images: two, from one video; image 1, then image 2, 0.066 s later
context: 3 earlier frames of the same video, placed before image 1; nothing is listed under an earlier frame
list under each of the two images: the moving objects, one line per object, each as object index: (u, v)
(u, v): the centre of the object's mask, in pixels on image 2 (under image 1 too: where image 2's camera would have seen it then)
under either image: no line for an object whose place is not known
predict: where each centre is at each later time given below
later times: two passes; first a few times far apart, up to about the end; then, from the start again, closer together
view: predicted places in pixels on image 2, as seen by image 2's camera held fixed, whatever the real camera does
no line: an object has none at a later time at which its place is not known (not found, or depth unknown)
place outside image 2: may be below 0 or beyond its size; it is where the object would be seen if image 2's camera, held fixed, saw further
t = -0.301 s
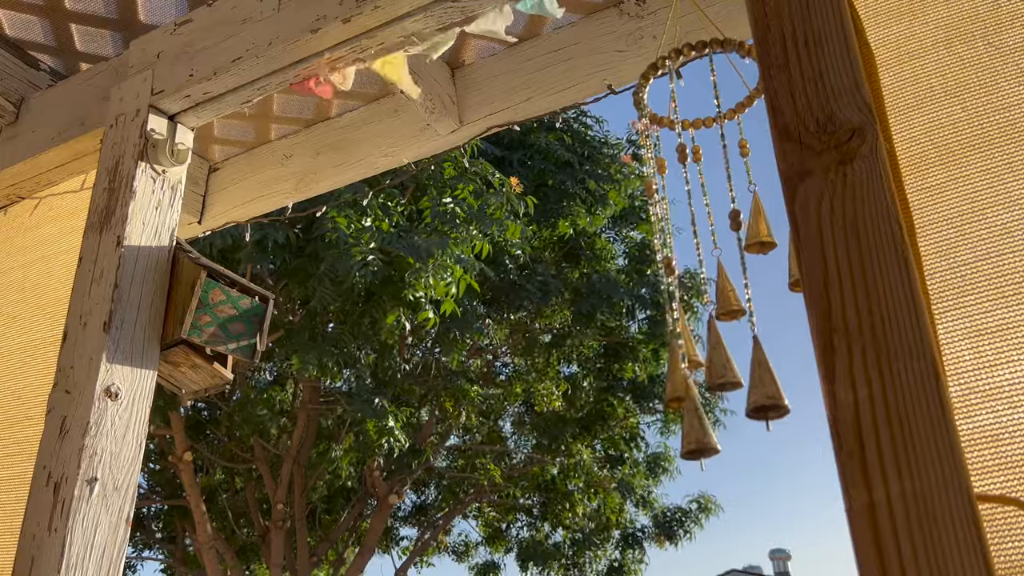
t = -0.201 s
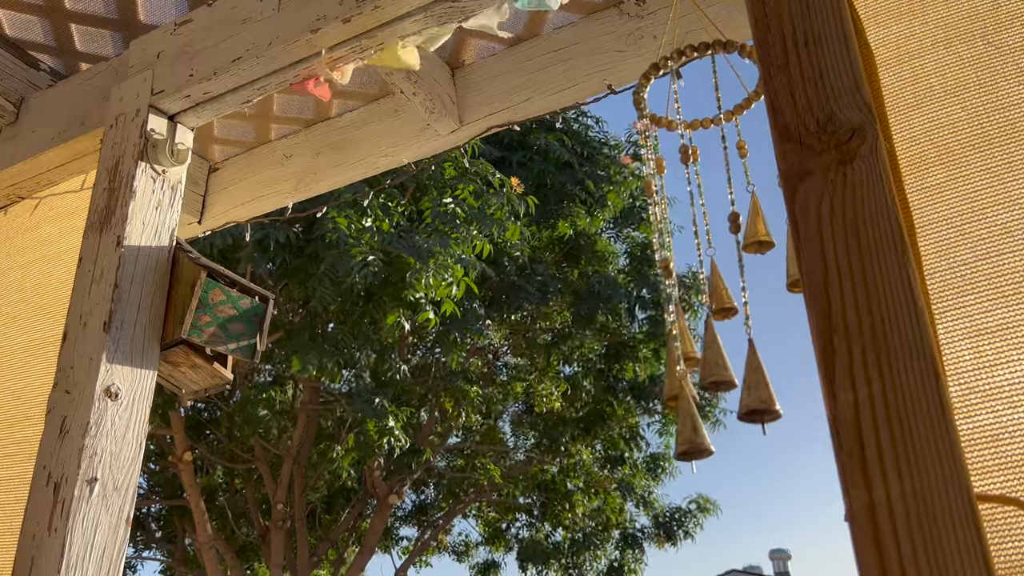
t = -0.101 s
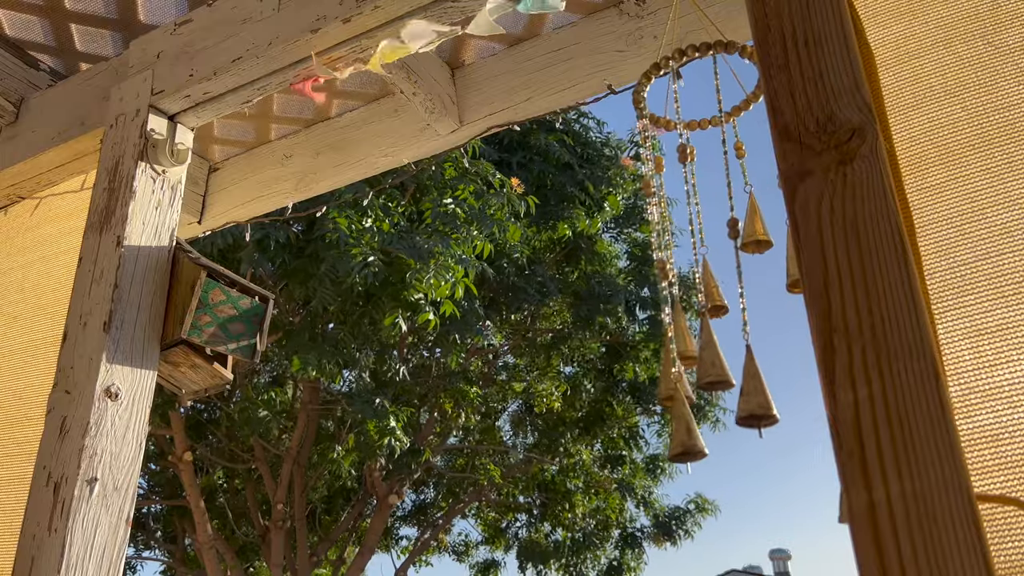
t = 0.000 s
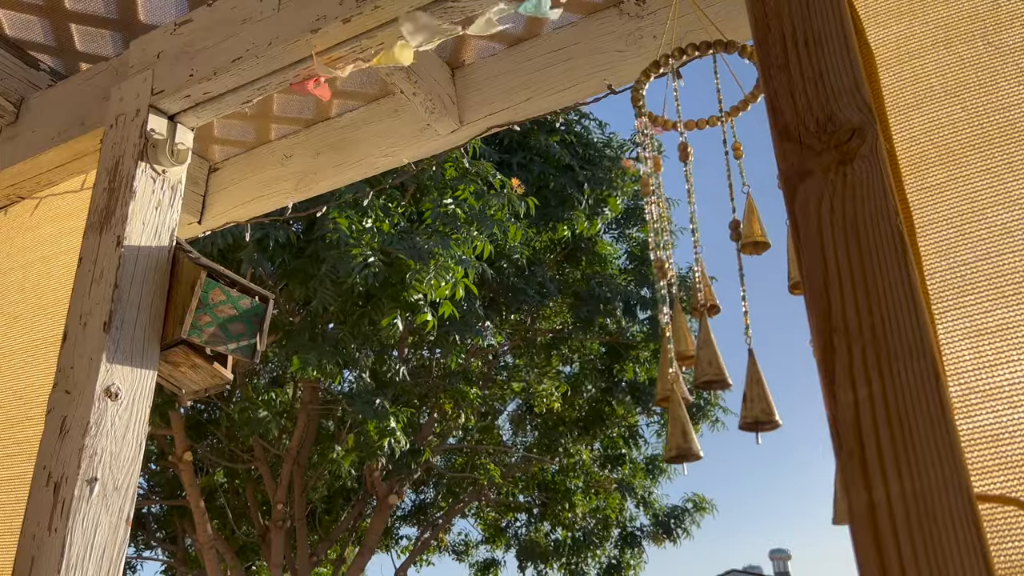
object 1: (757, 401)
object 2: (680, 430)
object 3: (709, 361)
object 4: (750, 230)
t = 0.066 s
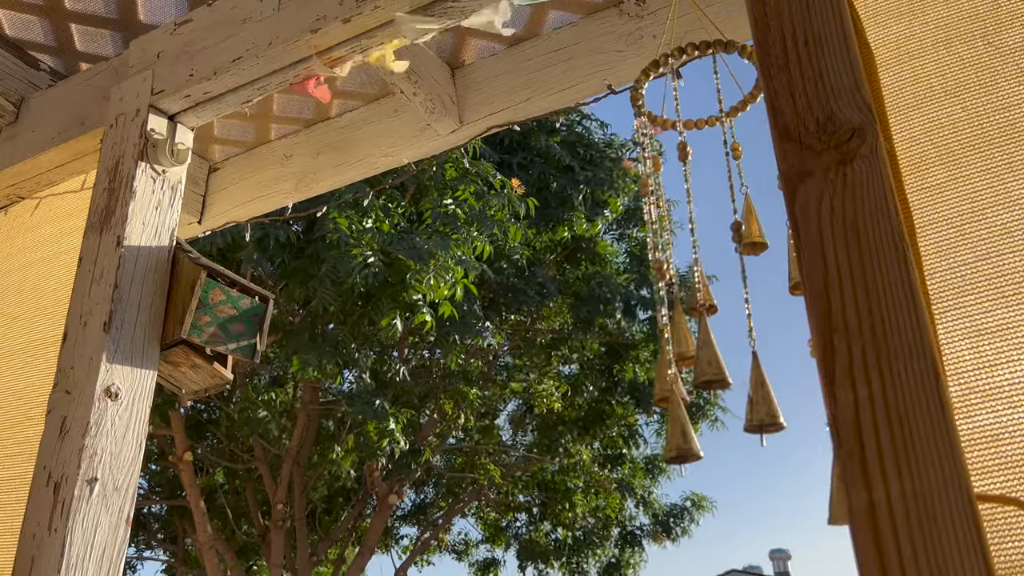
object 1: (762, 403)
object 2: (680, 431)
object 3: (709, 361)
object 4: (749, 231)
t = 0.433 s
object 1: (799, 401)
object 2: (697, 432)
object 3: (726, 362)
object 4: (749, 234)
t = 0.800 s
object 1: (780, 392)
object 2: (698, 427)
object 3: (731, 361)
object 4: (741, 234)
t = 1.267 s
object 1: (775, 405)
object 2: (678, 427)
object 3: (717, 357)
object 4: (725, 240)
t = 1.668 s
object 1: (807, 404)
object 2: (701, 430)
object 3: (739, 365)
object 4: (733, 236)
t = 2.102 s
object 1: (793, 406)
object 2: (712, 434)
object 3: (749, 368)
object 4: (732, 242)
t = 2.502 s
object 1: (790, 412)
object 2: (686, 434)
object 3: (723, 369)
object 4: (728, 240)
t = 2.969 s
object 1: (779, 402)
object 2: (683, 431)
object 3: (722, 370)
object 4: (732, 240)
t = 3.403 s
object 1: (758, 404)
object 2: (686, 435)
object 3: (710, 364)
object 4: (758, 230)
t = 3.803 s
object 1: (762, 401)
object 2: (679, 434)
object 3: (695, 368)
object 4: (753, 230)
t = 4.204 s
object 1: (758, 388)
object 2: (686, 428)
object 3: (711, 361)
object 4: (754, 225)
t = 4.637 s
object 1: (765, 401)
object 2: (681, 430)
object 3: (705, 359)
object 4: (746, 231)
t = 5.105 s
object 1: (772, 404)
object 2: (675, 431)
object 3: (716, 368)
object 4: (736, 238)
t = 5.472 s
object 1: (781, 395)
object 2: (699, 430)
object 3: (737, 358)
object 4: (736, 237)
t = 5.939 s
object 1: (795, 397)
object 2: (707, 422)
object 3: (740, 352)
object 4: (726, 242)
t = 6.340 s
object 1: (772, 400)
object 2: (675, 421)
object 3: (727, 361)
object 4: (719, 239)
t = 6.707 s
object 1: (785, 402)
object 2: (695, 428)
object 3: (729, 360)
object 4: (721, 242)
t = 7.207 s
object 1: (799, 397)
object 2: (707, 427)
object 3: (741, 359)
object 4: (741, 235)
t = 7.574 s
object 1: (793, 393)
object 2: (703, 424)
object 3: (739, 359)
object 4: (737, 236)
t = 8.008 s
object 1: (788, 384)
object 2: (715, 423)
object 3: (732, 353)
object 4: (747, 231)
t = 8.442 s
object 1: (790, 379)
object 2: (695, 417)
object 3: (732, 346)
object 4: (751, 233)
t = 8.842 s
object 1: (782, 390)
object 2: (690, 420)
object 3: (716, 354)
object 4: (740, 236)
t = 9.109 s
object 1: (781, 407)
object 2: (698, 431)
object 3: (725, 369)
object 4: (736, 239)
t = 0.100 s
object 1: (765, 404)
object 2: (680, 432)
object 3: (710, 361)
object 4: (748, 231)
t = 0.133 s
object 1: (768, 405)
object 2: (681, 433)
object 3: (711, 361)
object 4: (748, 232)
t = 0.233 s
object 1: (780, 406)
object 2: (685, 434)
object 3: (715, 362)
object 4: (747, 232)
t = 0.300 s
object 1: (788, 406)
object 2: (690, 435)
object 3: (719, 363)
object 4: (746, 231)
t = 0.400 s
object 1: (797, 402)
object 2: (695, 433)
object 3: (725, 362)
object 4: (748, 234)
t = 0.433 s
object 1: (799, 401)
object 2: (697, 432)
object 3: (726, 362)
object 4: (749, 234)
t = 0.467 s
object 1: (800, 400)
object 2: (698, 431)
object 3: (728, 362)
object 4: (749, 235)
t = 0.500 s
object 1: (801, 398)
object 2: (700, 431)
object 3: (729, 363)
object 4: (750, 235)
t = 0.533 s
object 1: (801, 397)
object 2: (701, 430)
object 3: (731, 363)
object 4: (750, 235)
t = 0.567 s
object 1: (801, 396)
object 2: (702, 430)
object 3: (732, 363)
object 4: (750, 235)
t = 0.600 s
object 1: (799, 395)
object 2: (703, 430)
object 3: (733, 363)
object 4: (750, 235)
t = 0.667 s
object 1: (794, 394)
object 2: (703, 429)
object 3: (733, 363)
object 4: (748, 235)
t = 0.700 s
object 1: (791, 393)
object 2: (702, 429)
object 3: (733, 362)
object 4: (747, 234)
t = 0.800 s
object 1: (780, 392)
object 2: (698, 427)
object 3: (731, 361)
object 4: (741, 234)
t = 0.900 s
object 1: (769, 393)
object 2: (693, 426)
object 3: (727, 359)
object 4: (738, 234)
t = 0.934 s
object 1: (766, 394)
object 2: (691, 427)
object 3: (725, 359)
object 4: (736, 234)
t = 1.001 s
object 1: (763, 397)
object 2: (686, 427)
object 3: (723, 358)
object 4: (733, 234)
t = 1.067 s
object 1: (763, 400)
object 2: (682, 426)
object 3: (720, 358)
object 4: (730, 235)
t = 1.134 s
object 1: (765, 402)
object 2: (680, 426)
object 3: (718, 357)
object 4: (729, 236)
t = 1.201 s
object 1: (769, 404)
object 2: (678, 427)
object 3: (716, 357)
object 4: (725, 238)
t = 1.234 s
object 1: (772, 405)
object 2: (678, 427)
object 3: (716, 357)
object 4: (725, 239)
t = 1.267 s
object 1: (775, 405)
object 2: (678, 427)
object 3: (717, 357)
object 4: (725, 240)
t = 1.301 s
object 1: (778, 406)
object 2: (678, 426)
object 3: (717, 357)
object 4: (726, 241)
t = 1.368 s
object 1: (785, 406)
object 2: (679, 427)
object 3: (719, 358)
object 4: (728, 241)
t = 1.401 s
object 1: (788, 407)
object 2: (680, 427)
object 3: (720, 359)
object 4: (728, 241)
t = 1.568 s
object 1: (803, 406)
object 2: (692, 429)
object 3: (732, 363)
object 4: (731, 239)
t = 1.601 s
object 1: (805, 406)
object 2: (695, 430)
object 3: (734, 364)
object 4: (731, 238)
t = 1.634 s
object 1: (806, 404)
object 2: (698, 429)
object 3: (737, 365)
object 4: (732, 237)
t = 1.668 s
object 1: (807, 404)
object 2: (701, 430)
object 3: (739, 365)
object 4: (733, 236)
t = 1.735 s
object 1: (807, 402)
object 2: (706, 431)
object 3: (744, 366)
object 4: (731, 239)
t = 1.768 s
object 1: (807, 401)
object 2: (709, 431)
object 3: (746, 366)
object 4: (731, 239)
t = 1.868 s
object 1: (805, 402)
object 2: (713, 431)
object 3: (750, 368)
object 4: (731, 238)
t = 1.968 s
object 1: (799, 404)
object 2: (715, 433)
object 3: (752, 369)
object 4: (731, 240)
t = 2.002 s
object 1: (798, 404)
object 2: (715, 434)
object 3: (752, 369)
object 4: (731, 240)
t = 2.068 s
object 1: (794, 405)
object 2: (713, 434)
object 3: (751, 368)
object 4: (732, 241)
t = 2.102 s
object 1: (793, 406)
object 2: (712, 434)
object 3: (749, 368)
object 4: (732, 242)
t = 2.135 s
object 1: (792, 407)
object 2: (710, 434)
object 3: (747, 368)
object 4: (733, 242)
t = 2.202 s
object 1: (789, 408)
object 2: (707, 434)
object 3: (744, 367)
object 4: (733, 242)
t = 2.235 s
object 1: (789, 409)
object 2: (705, 434)
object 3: (742, 367)
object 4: (733, 242)
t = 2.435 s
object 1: (789, 413)
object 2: (690, 434)
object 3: (727, 369)
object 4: (729, 240)
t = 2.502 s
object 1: (790, 412)
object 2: (686, 434)
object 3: (723, 369)
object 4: (728, 240)
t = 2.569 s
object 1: (790, 411)
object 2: (682, 434)
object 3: (720, 369)
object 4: (726, 241)
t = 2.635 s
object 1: (791, 410)
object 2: (680, 433)
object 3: (717, 369)
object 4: (724, 242)
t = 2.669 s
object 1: (791, 409)
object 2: (679, 433)
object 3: (717, 369)
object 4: (724, 243)
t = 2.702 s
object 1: (791, 409)
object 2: (679, 433)
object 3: (717, 370)
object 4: (724, 243)
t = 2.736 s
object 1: (790, 409)
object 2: (679, 433)
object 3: (718, 371)
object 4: (724, 243)
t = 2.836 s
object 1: (787, 406)
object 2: (680, 434)
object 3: (719, 371)
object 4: (726, 242)
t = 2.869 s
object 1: (785, 405)
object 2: (680, 433)
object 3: (720, 371)
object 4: (727, 241)
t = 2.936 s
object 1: (781, 403)
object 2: (682, 432)
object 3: (721, 370)
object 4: (730, 240)
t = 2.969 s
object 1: (779, 402)
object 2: (683, 431)
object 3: (722, 370)
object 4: (732, 240)
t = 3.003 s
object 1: (777, 401)
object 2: (683, 426)
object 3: (722, 370)
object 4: (734, 238)
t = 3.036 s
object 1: (774, 400)
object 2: (685, 431)
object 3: (722, 369)
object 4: (735, 238)
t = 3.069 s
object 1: (772, 400)
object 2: (685, 431)
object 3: (722, 369)
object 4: (736, 238)
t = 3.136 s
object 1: (768, 400)
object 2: (686, 428)
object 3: (723, 368)
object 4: (749, 236)
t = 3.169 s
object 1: (766, 401)
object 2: (687, 432)
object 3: (722, 367)
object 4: (752, 229)
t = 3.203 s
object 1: (765, 401)
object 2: (688, 433)
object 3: (722, 366)
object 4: (751, 231)
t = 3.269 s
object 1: (762, 402)
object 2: (688, 433)
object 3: (719, 365)
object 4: (754, 229)
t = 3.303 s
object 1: (760, 403)
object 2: (688, 434)
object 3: (718, 365)
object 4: (751, 230)
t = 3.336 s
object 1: (759, 403)
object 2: (687, 434)
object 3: (716, 364)
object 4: (752, 231)
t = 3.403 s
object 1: (758, 404)
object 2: (686, 435)
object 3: (710, 364)
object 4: (758, 230)
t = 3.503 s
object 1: (757, 405)
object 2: (683, 435)
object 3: (703, 366)
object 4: (759, 231)
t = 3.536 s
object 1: (757, 406)
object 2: (682, 436)
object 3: (700, 366)
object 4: (759, 231)
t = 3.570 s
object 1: (757, 406)
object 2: (681, 436)
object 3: (698, 367)
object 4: (759, 231)
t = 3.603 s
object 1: (757, 406)
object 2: (680, 437)
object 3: (694, 365)
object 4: (759, 231)
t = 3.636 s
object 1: (758, 406)
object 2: (679, 435)
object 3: (693, 364)
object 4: (754, 232)
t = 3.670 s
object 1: (758, 405)
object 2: (679, 435)
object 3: (694, 366)
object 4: (753, 232)
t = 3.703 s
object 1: (759, 404)
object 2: (678, 435)
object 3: (693, 367)
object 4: (752, 231)
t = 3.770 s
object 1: (761, 402)
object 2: (678, 434)
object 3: (694, 367)
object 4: (752, 230)
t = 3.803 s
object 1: (762, 401)
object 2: (679, 434)
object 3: (695, 368)
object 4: (753, 230)
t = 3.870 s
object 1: (764, 398)
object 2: (680, 435)
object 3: (696, 363)
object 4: (753, 228)
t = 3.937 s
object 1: (765, 396)
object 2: (682, 434)
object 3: (702, 367)
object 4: (755, 226)
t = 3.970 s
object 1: (765, 395)
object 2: (682, 432)
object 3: (704, 368)
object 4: (756, 225)
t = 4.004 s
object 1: (765, 394)
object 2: (683, 432)
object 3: (705, 368)
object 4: (756, 224)
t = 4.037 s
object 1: (764, 393)
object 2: (684, 431)
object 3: (707, 367)
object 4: (755, 223)
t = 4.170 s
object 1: (760, 389)
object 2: (685, 429)
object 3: (711, 362)
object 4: (754, 224)
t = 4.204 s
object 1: (758, 388)
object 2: (686, 428)
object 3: (711, 361)
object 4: (754, 225)
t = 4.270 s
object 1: (756, 388)
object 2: (686, 429)
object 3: (711, 359)
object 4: (752, 227)
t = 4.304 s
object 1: (755, 389)
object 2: (686, 428)
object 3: (710, 359)
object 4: (752, 227)
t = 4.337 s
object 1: (754, 390)
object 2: (685, 428)
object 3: (709, 358)
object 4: (751, 228)
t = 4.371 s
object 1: (754, 391)
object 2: (685, 428)
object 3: (709, 358)
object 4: (750, 229)
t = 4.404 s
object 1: (754, 392)
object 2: (685, 427)
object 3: (709, 357)
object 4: (750, 229)
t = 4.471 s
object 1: (756, 395)
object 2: (684, 427)
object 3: (708, 356)
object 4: (749, 230)
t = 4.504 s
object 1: (758, 396)
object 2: (684, 427)
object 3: (707, 356)
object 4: (748, 230)
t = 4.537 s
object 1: (760, 397)
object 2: (683, 428)
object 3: (706, 356)
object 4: (748, 230)
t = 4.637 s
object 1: (765, 401)
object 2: (681, 430)
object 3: (705, 359)
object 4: (746, 231)
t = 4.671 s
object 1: (767, 402)
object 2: (680, 430)
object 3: (705, 359)
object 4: (746, 232)
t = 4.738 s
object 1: (771, 404)
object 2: (679, 431)
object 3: (706, 362)
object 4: (745, 233)
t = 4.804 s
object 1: (774, 405)
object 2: (678, 431)
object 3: (706, 364)
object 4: (744, 234)
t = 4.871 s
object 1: (775, 406)
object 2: (676, 431)
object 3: (707, 366)
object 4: (743, 236)
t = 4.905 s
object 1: (775, 406)
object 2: (675, 431)
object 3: (708, 366)
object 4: (742, 238)
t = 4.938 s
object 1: (775, 406)
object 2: (674, 431)
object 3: (709, 367)
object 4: (740, 235)
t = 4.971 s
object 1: (774, 406)
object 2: (674, 431)
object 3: (709, 367)
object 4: (740, 234)
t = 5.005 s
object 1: (773, 406)
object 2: (674, 431)
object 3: (710, 368)
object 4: (739, 236)
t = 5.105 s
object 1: (772, 404)
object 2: (675, 431)
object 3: (716, 368)
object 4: (736, 238)
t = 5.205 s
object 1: (772, 402)
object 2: (678, 430)
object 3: (723, 367)
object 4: (735, 239)
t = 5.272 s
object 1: (773, 400)
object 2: (683, 430)
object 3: (727, 365)
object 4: (736, 239)
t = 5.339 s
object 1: (775, 398)
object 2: (687, 429)
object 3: (731, 364)
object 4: (737, 238)
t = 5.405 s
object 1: (778, 396)
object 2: (694, 430)
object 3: (734, 361)
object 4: (738, 237)
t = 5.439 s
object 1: (779, 395)
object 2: (696, 430)
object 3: (736, 359)
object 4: (735, 237)
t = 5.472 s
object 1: (781, 395)
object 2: (699, 430)
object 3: (737, 358)
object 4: (736, 237)
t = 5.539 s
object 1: (787, 394)
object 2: (704, 428)
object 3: (739, 355)
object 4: (738, 235)
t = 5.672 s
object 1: (800, 393)
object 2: (713, 424)
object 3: (743, 350)
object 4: (738, 234)
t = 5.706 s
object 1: (800, 394)
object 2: (715, 423)
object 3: (744, 350)
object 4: (737, 234)
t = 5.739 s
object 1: (800, 394)
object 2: (715, 423)
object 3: (744, 350)
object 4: (736, 234)
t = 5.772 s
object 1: (800, 395)
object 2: (715, 423)
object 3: (744, 349)
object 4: (735, 234)
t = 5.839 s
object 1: (800, 395)
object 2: (713, 422)
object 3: (743, 350)
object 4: (729, 238)
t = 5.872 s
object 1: (799, 395)
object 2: (711, 423)
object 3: (742, 350)
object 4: (727, 240)
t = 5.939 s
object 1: (795, 397)
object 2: (707, 422)
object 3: (740, 352)
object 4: (726, 242)
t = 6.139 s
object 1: (781, 398)
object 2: (686, 421)
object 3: (732, 357)
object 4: (720, 241)
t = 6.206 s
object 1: (777, 399)
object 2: (680, 421)
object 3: (730, 359)
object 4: (720, 241)
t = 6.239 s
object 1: (775, 399)
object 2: (679, 421)
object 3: (729, 360)
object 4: (719, 241)
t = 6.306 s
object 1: (772, 399)
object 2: (676, 421)
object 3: (728, 361)
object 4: (719, 239)
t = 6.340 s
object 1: (772, 400)
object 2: (675, 421)
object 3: (727, 361)
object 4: (719, 239)
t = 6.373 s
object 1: (771, 400)
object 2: (675, 422)
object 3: (726, 362)
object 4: (719, 240)
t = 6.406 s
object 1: (771, 400)
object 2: (676, 422)
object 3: (725, 362)
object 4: (719, 239)
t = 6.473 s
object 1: (772, 400)
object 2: (678, 424)
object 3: (725, 362)
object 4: (722, 238)
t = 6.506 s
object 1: (773, 400)
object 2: (680, 424)
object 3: (725, 362)
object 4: (722, 239)
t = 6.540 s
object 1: (775, 401)
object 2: (682, 424)
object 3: (726, 362)
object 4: (722, 239)
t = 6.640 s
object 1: (781, 401)
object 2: (690, 427)
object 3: (727, 361)
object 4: (723, 239)
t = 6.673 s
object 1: (783, 401)
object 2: (692, 427)
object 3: (728, 360)
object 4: (721, 241)
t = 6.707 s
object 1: (785, 402)
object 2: (695, 428)
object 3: (729, 360)
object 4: (721, 242)
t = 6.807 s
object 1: (791, 402)
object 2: (703, 428)
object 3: (734, 359)
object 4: (723, 241)
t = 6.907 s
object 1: (795, 402)
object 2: (708, 428)
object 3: (737, 358)
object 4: (727, 240)
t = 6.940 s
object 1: (796, 401)
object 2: (709, 428)
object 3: (738, 358)
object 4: (729, 240)
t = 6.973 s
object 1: (796, 401)
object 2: (710, 427)
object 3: (738, 358)
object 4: (732, 239)
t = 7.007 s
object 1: (797, 400)
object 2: (710, 427)
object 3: (739, 357)
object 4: (734, 239)
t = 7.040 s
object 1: (797, 400)
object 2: (710, 426)
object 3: (740, 357)
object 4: (736, 238)
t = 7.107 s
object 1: (797, 398)
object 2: (710, 426)
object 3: (741, 358)
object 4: (739, 236)
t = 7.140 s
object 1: (798, 398)
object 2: (709, 427)
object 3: (741, 358)
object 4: (740, 236)
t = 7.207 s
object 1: (799, 397)
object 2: (707, 427)
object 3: (741, 359)
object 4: (741, 235)
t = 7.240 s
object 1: (799, 397)
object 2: (706, 427)
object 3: (741, 359)
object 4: (741, 235)
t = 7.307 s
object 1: (799, 397)
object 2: (703, 428)
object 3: (741, 361)
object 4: (741, 235)
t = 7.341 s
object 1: (798, 396)
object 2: (702, 427)
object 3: (741, 360)
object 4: (741, 236)
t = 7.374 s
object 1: (798, 396)
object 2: (700, 426)
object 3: (740, 361)
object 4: (741, 236)
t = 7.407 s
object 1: (797, 396)
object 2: (700, 426)
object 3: (740, 361)
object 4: (740, 236)
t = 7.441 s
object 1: (796, 395)
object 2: (699, 423)
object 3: (740, 361)
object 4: (740, 236)
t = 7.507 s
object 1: (795, 394)
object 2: (701, 424)
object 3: (740, 360)
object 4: (739, 237)
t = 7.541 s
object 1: (794, 394)
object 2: (702, 424)
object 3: (739, 360)
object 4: (738, 236)
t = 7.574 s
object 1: (793, 393)
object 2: (703, 424)
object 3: (739, 359)
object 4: (737, 236)
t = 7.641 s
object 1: (791, 391)
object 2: (705, 423)
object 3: (738, 358)
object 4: (737, 236)
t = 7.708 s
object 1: (791, 388)
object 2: (709, 422)
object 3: (738, 356)
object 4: (738, 237)
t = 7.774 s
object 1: (791, 387)
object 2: (713, 423)
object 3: (737, 355)
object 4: (740, 236)
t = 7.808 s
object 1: (791, 386)
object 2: (714, 422)
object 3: (736, 354)
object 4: (742, 236)
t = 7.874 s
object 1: (789, 385)
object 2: (715, 422)
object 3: (734, 353)
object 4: (745, 234)
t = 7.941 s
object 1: (788, 385)
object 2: (714, 422)
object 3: (732, 353)
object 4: (747, 232)
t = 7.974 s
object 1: (788, 385)
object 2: (714, 422)
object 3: (732, 353)
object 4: (747, 232)
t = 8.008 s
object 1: (788, 384)
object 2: (715, 423)
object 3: (732, 353)
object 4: (747, 231)
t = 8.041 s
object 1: (788, 384)
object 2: (716, 425)
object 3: (732, 353)
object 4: (747, 231)
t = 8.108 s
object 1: (789, 384)
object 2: (715, 425)
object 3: (734, 353)
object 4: (750, 230)
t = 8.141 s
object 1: (789, 383)
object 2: (714, 425)
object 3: (736, 353)
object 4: (751, 229)
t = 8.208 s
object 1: (791, 382)
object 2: (712, 425)
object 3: (738, 352)
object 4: (752, 230)
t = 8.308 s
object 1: (792, 381)
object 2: (706, 423)
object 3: (738, 350)
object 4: (759, 237)
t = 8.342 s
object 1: (792, 380)
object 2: (704, 423)
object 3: (736, 349)
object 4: (758, 236)
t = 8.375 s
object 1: (792, 380)
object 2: (701, 422)
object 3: (735, 348)
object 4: (756, 237)
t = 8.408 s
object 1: (791, 380)
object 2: (697, 419)
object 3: (734, 347)
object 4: (753, 235)
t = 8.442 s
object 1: (790, 379)
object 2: (695, 417)
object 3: (732, 346)
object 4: (751, 233)
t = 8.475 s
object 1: (789, 378)
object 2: (693, 418)
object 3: (730, 346)
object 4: (748, 231)
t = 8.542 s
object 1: (789, 378)
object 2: (691, 418)
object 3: (726, 345)
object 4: (745, 232)
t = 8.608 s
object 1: (788, 378)
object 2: (690, 417)
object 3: (723, 345)
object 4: (744, 232)
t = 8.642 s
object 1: (788, 380)
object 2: (689, 417)
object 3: (722, 345)
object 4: (744, 232)
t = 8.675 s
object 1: (788, 381)
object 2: (688, 416)
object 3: (720, 346)
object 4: (746, 233)
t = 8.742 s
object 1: (785, 384)
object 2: (687, 416)
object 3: (718, 348)
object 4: (744, 233)
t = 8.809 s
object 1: (783, 388)
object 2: (688, 418)
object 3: (716, 352)
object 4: (741, 235)
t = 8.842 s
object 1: (782, 390)
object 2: (690, 420)
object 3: (716, 354)
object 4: (740, 236)
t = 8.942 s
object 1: (779, 397)
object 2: (692, 427)
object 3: (717, 361)
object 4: (737, 237)
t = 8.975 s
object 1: (778, 399)
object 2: (693, 429)
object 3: (718, 363)
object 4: (737, 237)
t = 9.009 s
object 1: (778, 401)
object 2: (694, 430)
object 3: (720, 364)
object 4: (736, 238)
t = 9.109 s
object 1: (781, 407)
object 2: (698, 431)
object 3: (725, 369)
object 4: (736, 239)
